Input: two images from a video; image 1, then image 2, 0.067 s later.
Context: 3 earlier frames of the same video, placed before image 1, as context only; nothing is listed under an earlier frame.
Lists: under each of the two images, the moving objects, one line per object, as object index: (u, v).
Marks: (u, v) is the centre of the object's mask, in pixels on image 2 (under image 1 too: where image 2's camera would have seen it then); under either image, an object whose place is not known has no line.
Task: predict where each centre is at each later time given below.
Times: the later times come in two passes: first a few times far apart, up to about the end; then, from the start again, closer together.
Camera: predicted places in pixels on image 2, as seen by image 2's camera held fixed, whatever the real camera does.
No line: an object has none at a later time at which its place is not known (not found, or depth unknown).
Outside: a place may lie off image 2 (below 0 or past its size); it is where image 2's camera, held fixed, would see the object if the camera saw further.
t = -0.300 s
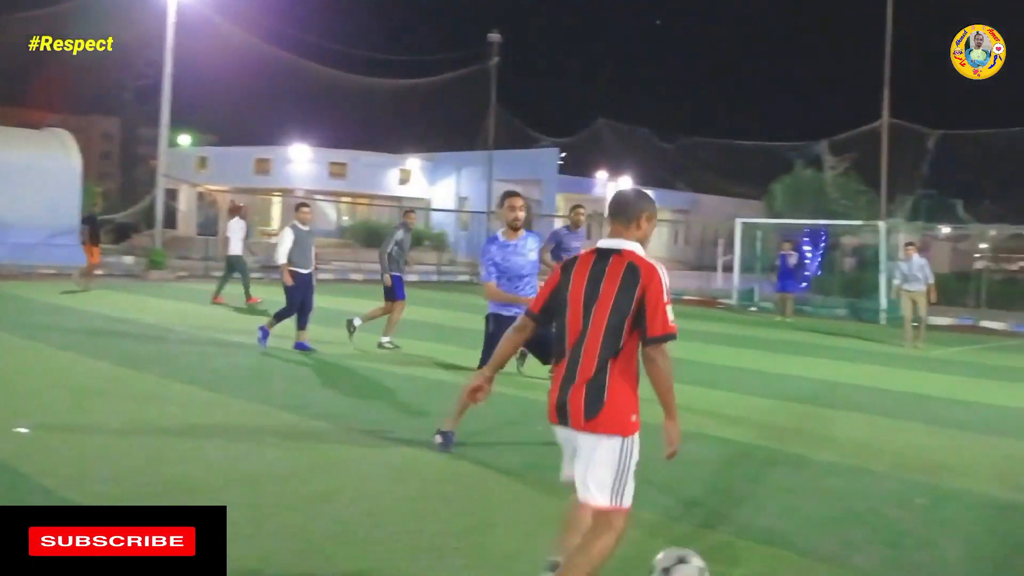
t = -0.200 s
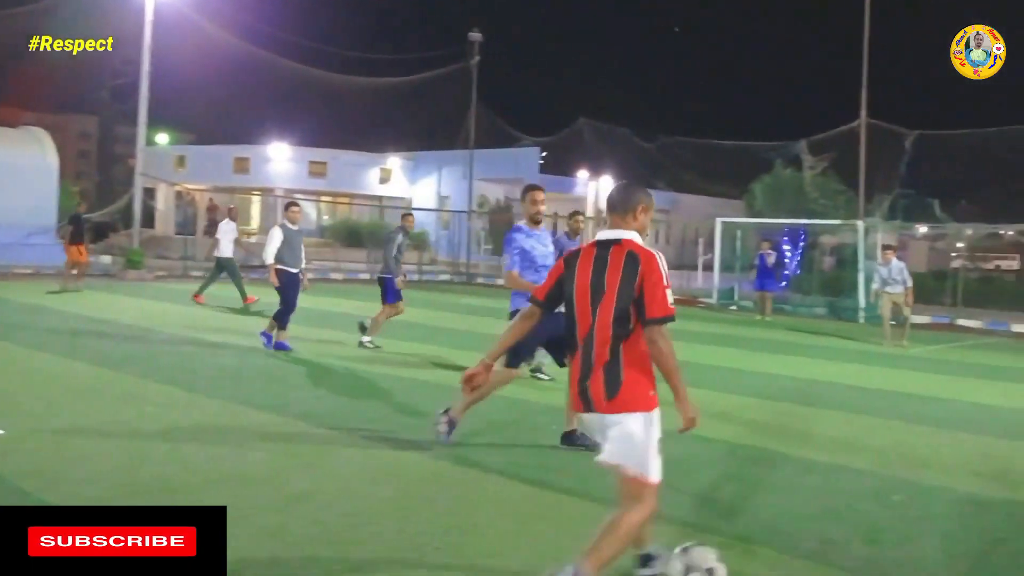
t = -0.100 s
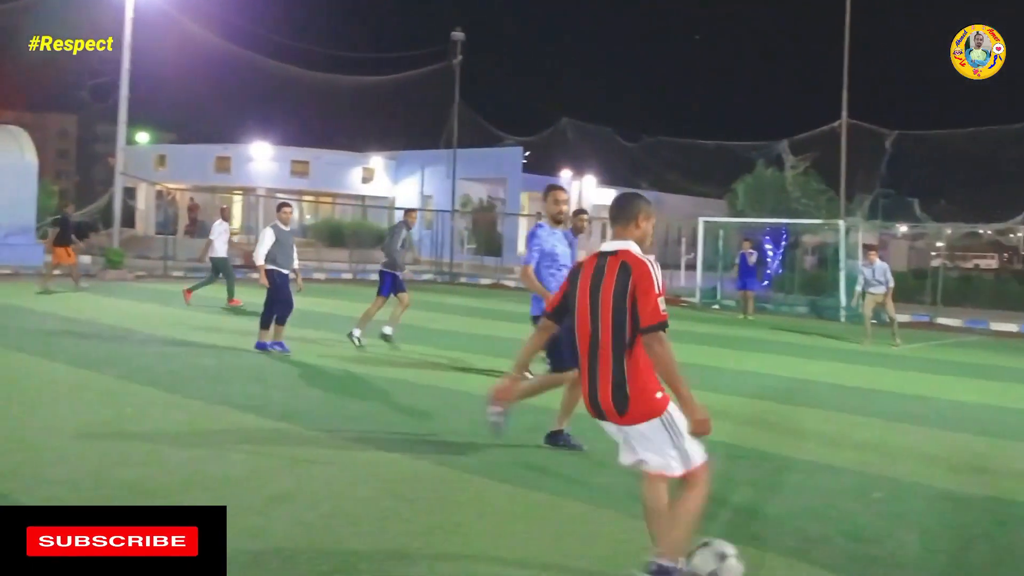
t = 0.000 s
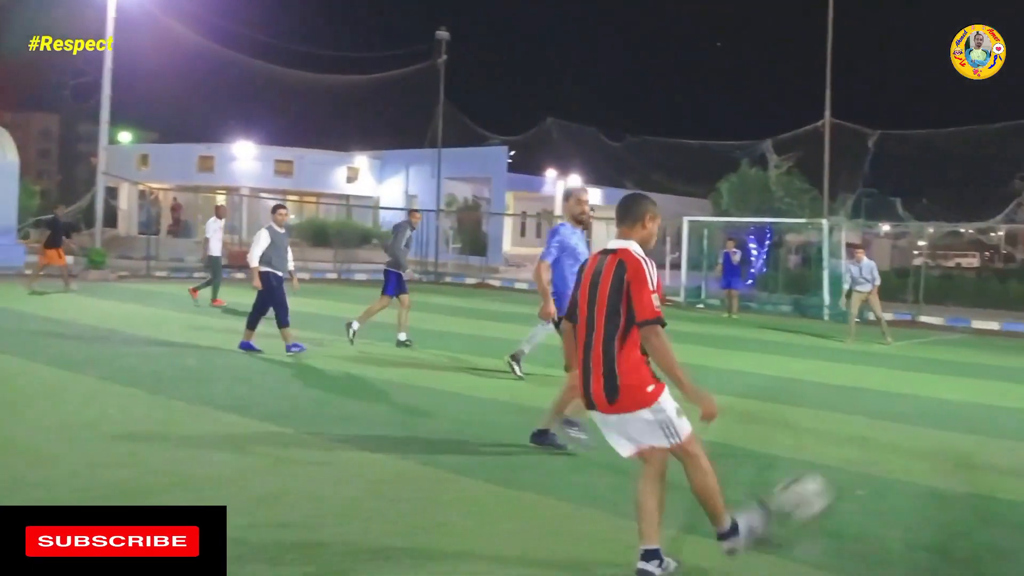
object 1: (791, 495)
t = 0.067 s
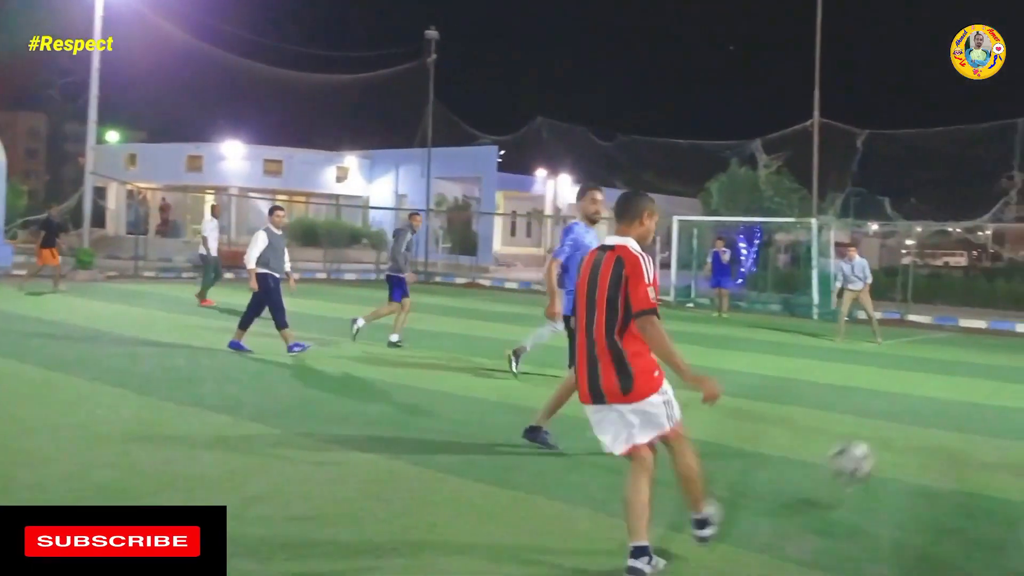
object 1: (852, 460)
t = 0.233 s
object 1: (941, 432)
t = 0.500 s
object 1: (1000, 392)
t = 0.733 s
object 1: (1023, 374)
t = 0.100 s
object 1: (876, 449)
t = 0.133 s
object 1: (896, 440)
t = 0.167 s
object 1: (912, 436)
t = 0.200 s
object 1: (928, 433)
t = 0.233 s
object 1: (941, 432)
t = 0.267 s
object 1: (952, 422)
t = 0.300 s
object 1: (962, 412)
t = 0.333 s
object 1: (970, 404)
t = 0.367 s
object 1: (976, 398)
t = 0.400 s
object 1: (983, 395)
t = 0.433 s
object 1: (989, 392)
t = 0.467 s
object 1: (995, 391)
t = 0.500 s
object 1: (1000, 392)
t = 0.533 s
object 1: (1004, 390)
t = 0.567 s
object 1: (1009, 384)
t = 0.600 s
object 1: (1012, 380)
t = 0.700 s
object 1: (1023, 375)
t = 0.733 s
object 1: (1023, 374)
